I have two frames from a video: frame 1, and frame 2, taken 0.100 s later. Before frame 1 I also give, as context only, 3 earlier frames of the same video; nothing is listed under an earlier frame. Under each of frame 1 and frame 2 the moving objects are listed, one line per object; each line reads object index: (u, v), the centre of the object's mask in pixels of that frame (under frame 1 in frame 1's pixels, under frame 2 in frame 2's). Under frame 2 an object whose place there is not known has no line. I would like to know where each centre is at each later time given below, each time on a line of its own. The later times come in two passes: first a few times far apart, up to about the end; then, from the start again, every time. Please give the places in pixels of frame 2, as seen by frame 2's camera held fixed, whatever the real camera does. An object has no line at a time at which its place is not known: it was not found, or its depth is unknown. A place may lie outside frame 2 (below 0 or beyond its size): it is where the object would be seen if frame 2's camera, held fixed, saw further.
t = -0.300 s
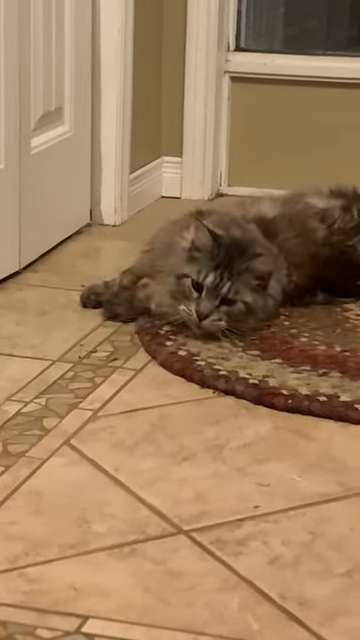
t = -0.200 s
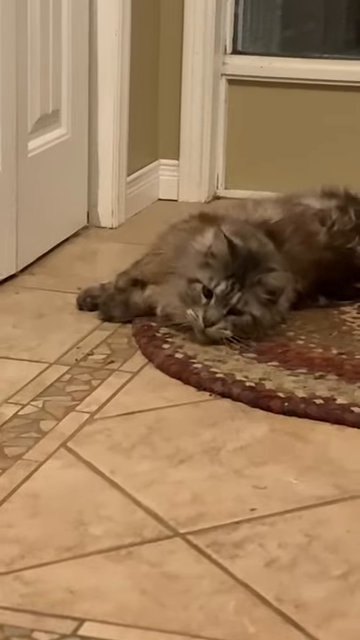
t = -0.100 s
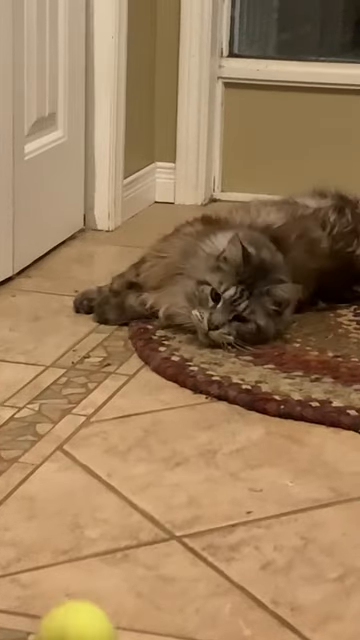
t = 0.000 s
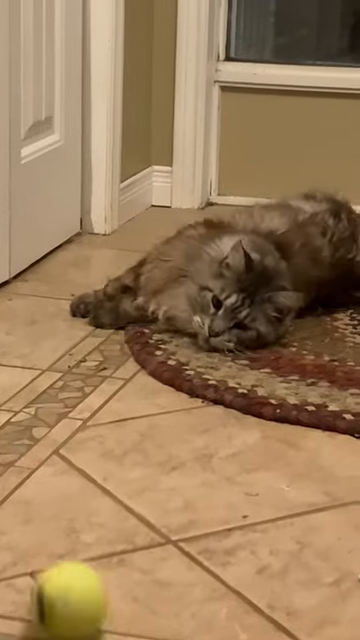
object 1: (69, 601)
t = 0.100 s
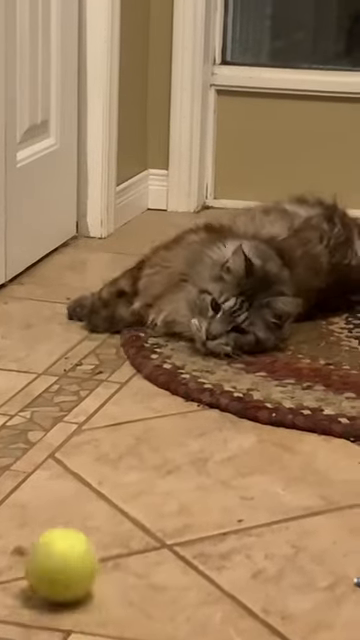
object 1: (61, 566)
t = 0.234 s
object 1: (55, 520)
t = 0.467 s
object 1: (49, 454)
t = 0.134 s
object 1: (60, 555)
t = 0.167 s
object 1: (60, 543)
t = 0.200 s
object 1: (59, 531)
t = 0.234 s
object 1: (55, 520)
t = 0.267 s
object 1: (54, 510)
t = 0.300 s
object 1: (53, 499)
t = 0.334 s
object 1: (52, 490)
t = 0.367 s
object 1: (51, 480)
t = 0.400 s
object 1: (49, 471)
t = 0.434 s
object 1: (49, 463)
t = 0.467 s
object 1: (49, 454)
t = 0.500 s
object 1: (46, 446)
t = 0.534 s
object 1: (45, 438)
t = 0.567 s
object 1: (43, 431)
